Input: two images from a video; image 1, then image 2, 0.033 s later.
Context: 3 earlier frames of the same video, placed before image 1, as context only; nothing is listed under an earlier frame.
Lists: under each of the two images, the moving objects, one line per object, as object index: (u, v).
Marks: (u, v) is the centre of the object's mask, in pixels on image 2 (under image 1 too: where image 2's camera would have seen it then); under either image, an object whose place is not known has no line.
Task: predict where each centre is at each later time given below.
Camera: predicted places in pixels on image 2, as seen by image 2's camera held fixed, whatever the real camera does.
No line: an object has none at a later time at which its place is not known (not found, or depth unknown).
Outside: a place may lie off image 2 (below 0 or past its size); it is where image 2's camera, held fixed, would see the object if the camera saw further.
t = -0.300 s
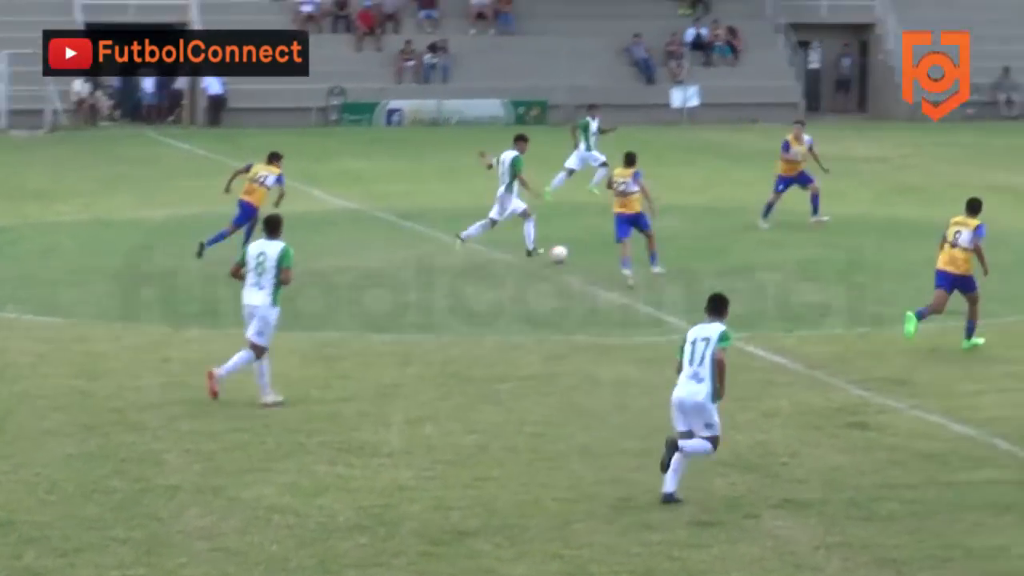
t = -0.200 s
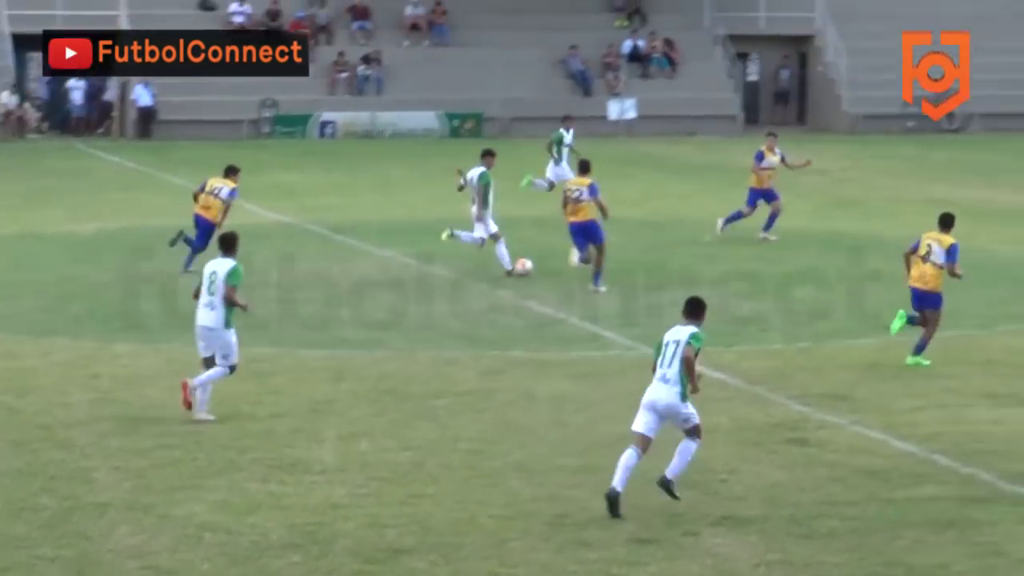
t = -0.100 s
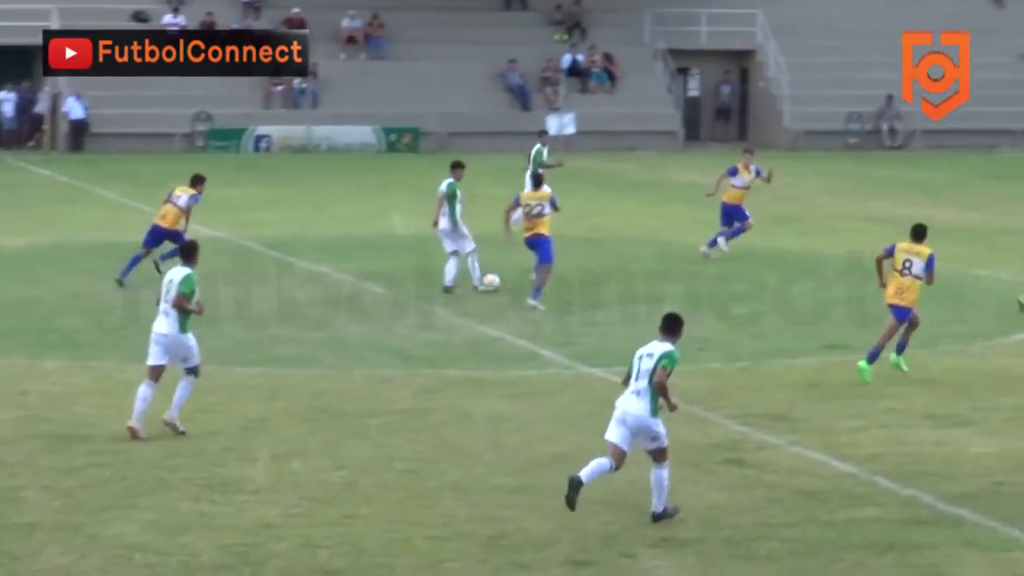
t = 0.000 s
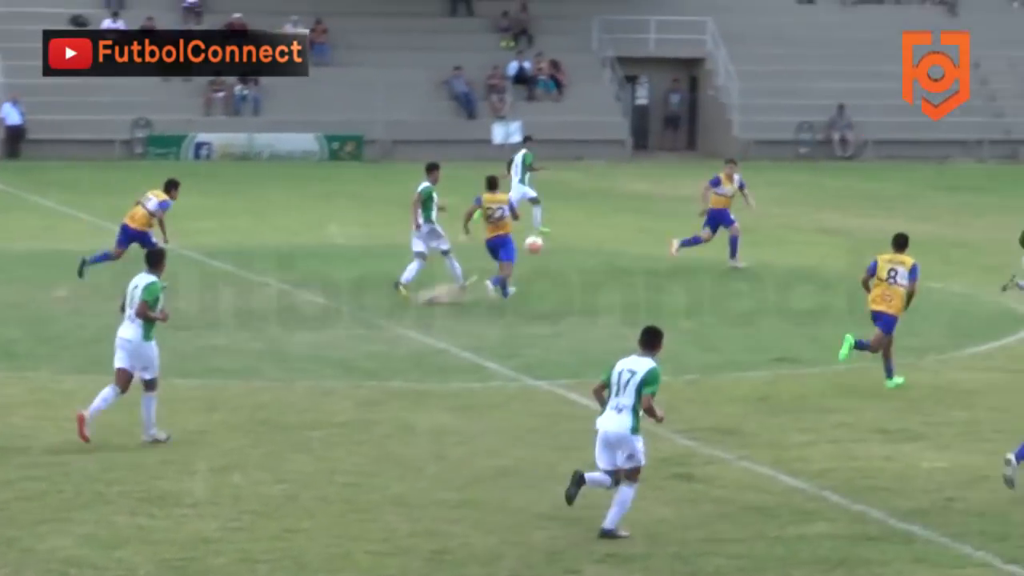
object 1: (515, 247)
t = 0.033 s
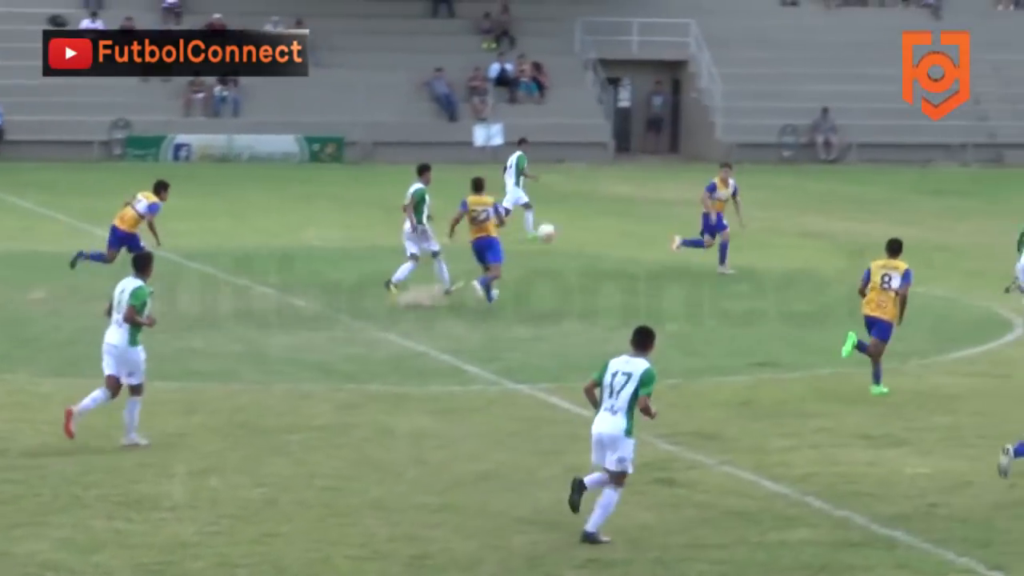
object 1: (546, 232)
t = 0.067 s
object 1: (576, 218)
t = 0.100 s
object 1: (605, 205)
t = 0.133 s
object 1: (634, 193)
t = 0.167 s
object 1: (661, 180)
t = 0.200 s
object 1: (688, 169)
